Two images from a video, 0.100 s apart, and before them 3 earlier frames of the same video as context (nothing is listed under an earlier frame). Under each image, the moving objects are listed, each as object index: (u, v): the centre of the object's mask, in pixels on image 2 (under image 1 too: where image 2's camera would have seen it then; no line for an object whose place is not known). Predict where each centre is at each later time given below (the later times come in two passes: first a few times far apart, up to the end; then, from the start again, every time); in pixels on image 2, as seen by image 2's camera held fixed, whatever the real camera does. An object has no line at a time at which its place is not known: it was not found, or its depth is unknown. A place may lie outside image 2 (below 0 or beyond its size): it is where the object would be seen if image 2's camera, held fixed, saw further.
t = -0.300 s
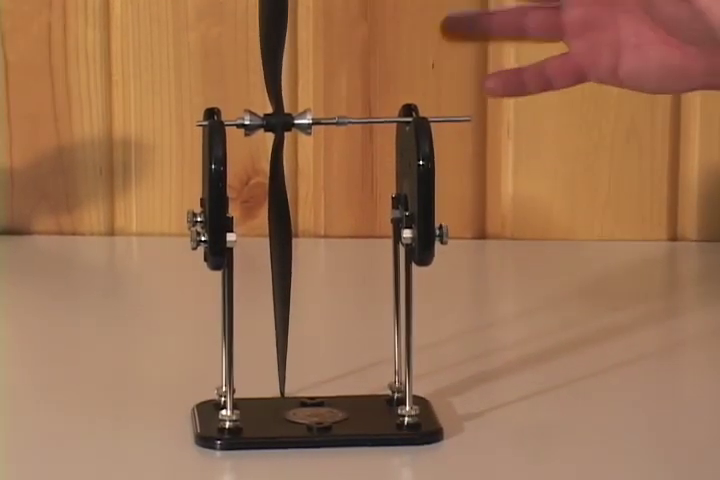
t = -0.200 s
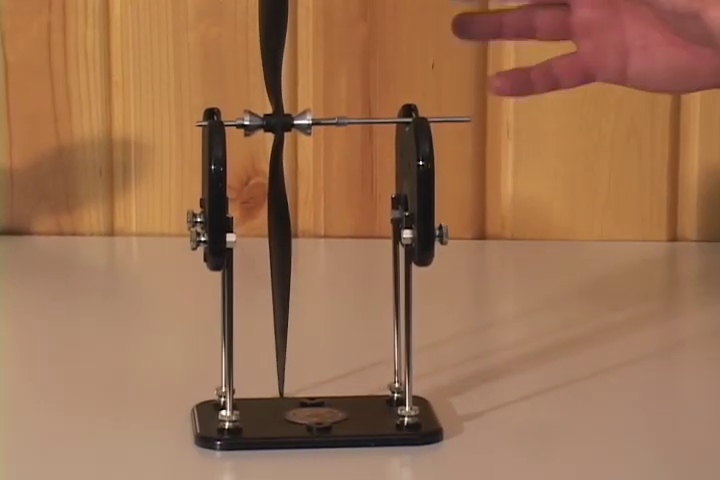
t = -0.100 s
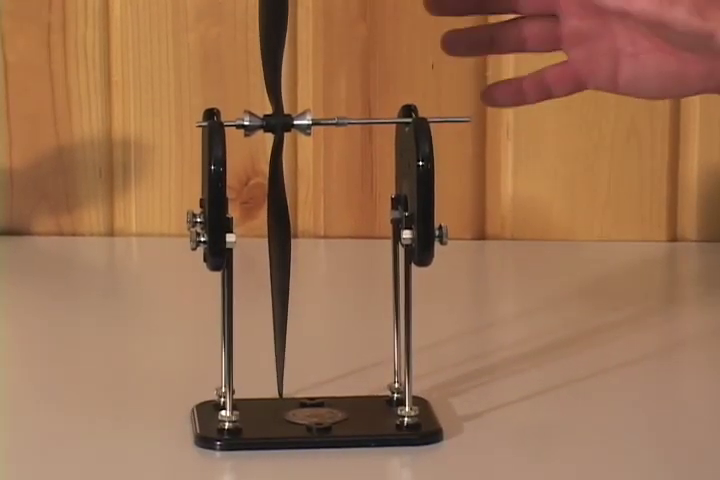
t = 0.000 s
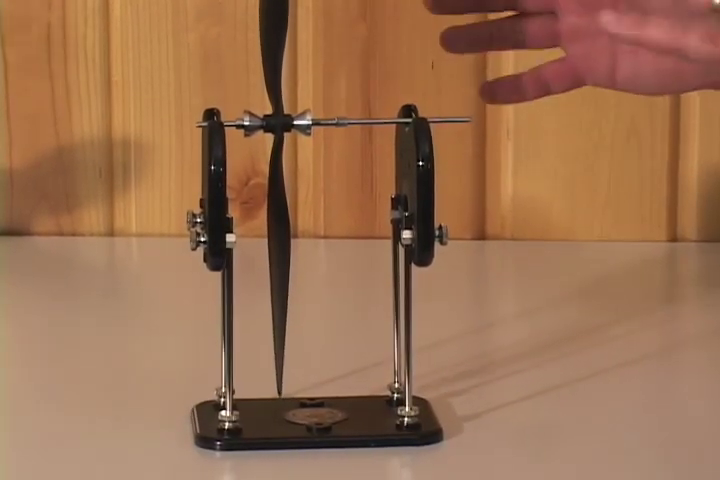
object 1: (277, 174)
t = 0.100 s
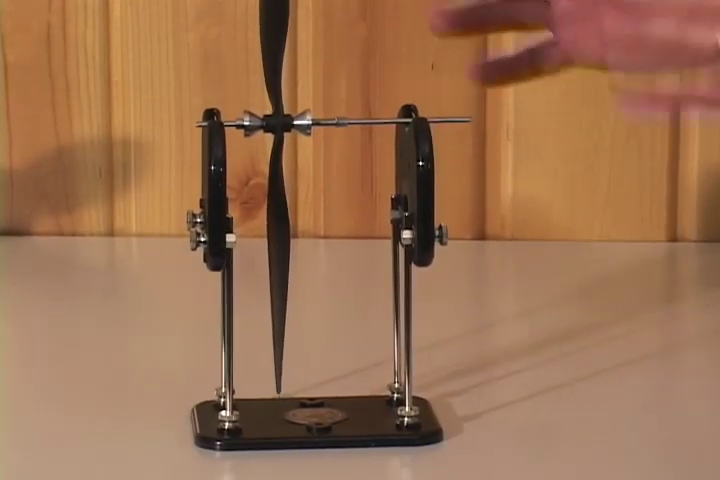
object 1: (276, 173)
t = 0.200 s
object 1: (276, 170)
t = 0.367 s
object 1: (278, 165)
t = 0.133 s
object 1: (276, 172)
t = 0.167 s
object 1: (276, 171)
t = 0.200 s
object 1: (276, 170)
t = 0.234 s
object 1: (276, 168)
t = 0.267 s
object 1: (276, 167)
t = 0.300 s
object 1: (276, 165)
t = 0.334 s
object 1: (276, 164)
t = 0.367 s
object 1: (278, 165)
